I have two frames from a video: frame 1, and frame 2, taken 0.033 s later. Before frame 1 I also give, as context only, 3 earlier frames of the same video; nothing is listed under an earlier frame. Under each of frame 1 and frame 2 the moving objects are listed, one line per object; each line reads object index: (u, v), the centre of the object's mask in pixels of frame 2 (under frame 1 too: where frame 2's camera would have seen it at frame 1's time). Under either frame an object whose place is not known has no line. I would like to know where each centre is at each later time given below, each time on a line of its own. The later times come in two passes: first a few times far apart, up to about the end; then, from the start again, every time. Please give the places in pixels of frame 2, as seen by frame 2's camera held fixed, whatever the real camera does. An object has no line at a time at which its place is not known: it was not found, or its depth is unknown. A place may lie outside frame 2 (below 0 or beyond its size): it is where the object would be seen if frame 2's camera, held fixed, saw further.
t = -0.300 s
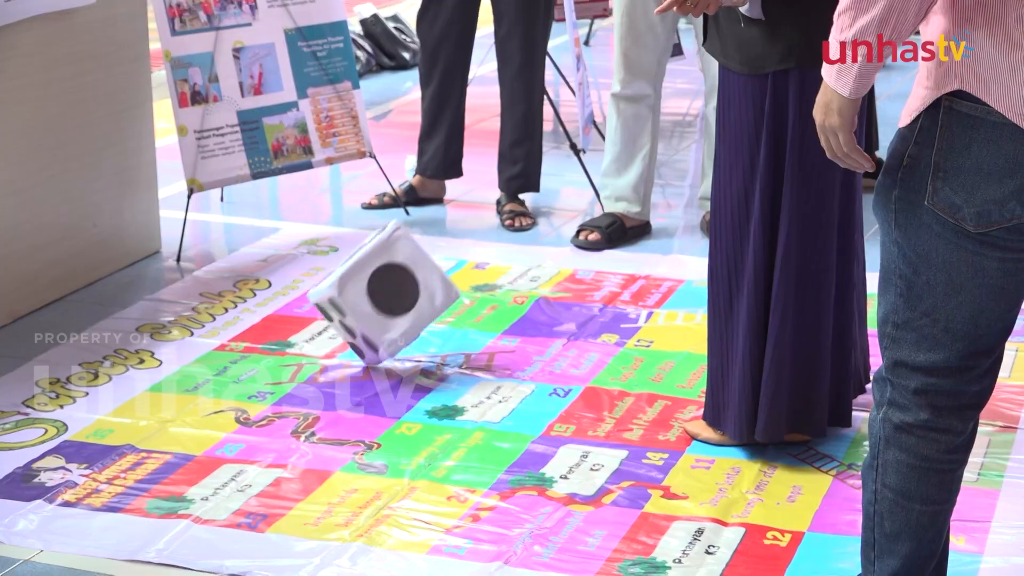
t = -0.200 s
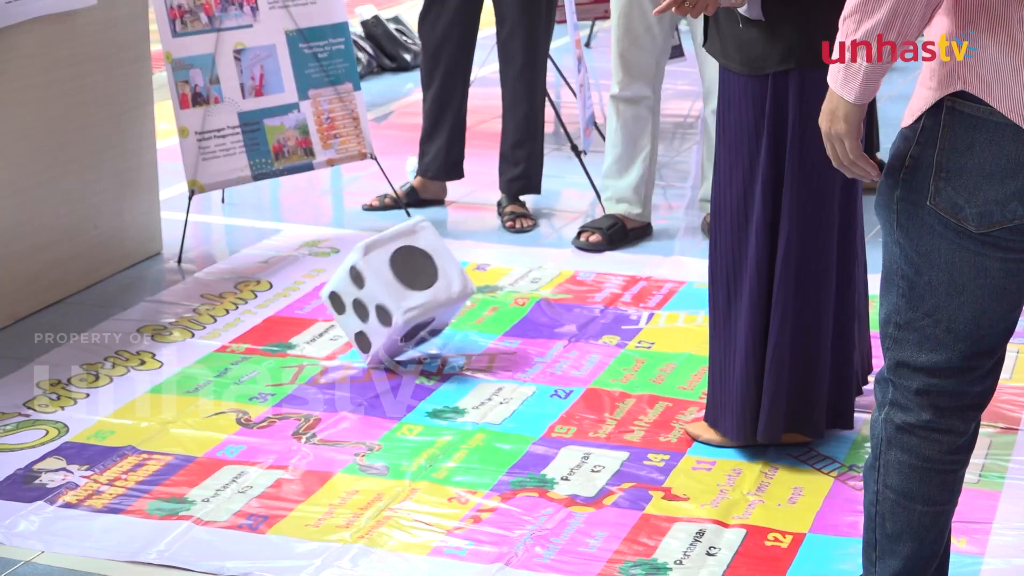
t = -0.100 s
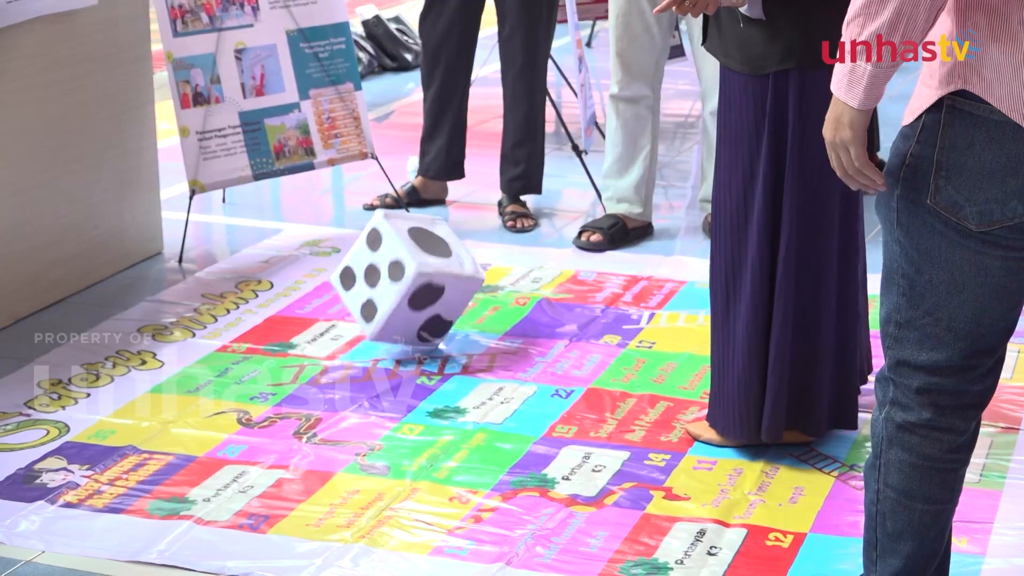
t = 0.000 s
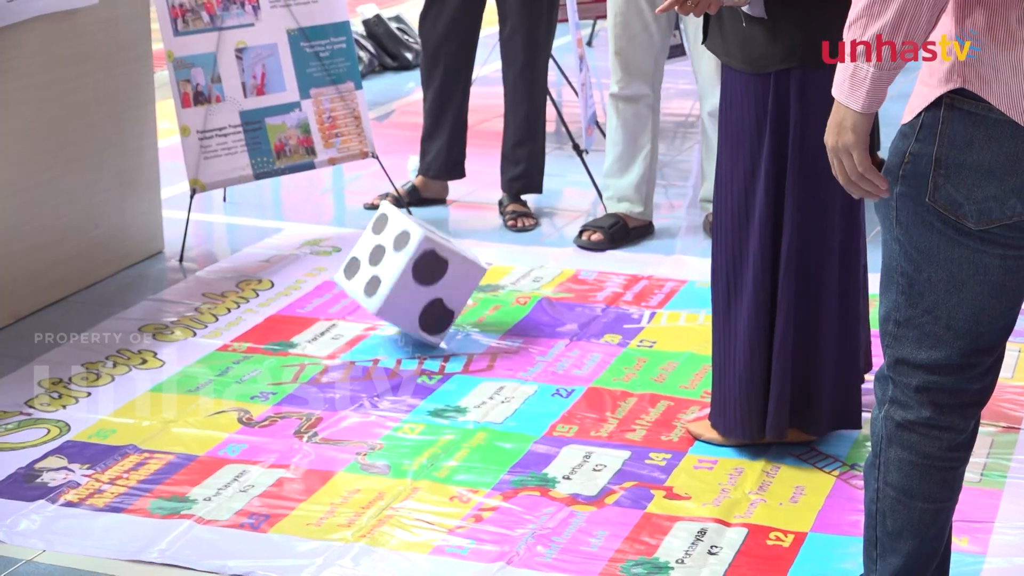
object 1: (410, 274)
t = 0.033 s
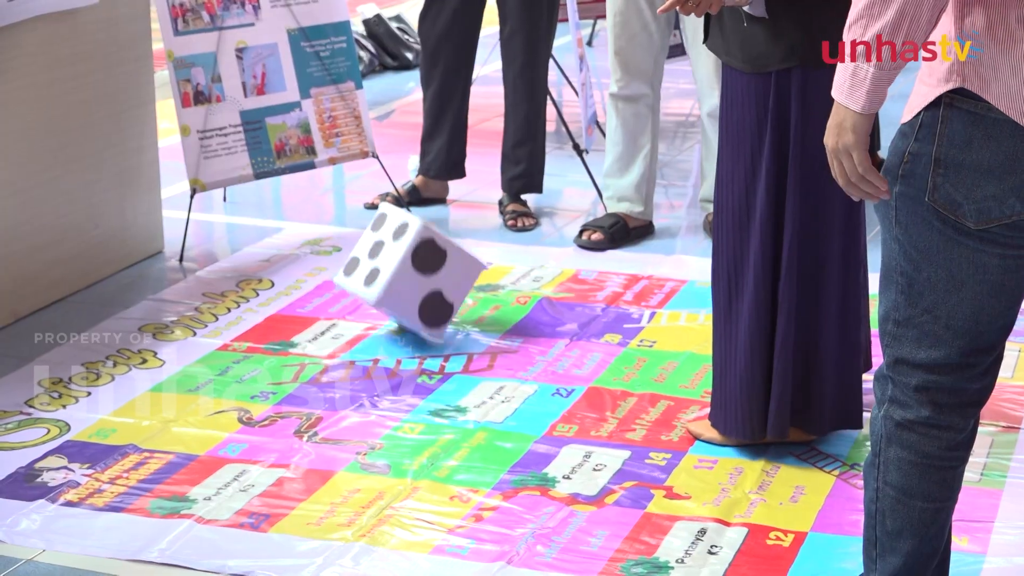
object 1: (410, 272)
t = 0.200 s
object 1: (410, 253)
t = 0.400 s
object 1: (425, 251)
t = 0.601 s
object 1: (461, 247)
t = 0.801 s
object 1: (490, 253)
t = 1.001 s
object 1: (478, 269)
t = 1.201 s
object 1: (464, 267)
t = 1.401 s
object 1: (476, 275)
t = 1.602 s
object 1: (473, 277)
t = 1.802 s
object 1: (473, 277)
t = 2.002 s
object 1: (473, 277)
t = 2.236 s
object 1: (473, 277)
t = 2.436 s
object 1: (473, 277)
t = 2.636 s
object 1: (473, 277)
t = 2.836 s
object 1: (473, 277)
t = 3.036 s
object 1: (473, 277)
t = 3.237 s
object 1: (473, 277)
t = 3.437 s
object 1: (473, 277)
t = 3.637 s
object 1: (473, 277)
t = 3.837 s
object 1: (473, 277)
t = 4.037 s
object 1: (473, 277)
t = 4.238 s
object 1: (473, 277)
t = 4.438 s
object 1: (473, 277)
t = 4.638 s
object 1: (473, 277)
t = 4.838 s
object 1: (473, 277)
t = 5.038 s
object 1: (473, 277)
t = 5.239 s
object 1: (473, 277)
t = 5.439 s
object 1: (473, 277)
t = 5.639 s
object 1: (473, 277)
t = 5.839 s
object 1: (473, 277)
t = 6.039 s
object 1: (473, 277)
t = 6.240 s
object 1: (473, 277)
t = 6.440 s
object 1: (473, 277)
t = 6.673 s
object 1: (473, 277)
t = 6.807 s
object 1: (473, 277)
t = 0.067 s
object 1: (409, 265)
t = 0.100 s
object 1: (409, 262)
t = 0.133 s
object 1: (409, 257)
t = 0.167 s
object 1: (409, 254)
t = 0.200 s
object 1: (410, 253)
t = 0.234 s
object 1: (411, 251)
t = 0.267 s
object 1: (413, 250)
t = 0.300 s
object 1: (415, 250)
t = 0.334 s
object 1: (418, 250)
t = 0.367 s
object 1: (422, 251)
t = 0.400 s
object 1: (425, 251)
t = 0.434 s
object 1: (430, 254)
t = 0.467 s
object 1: (438, 250)
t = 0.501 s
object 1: (441, 249)
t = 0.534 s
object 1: (449, 247)
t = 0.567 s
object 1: (457, 247)
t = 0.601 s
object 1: (461, 247)
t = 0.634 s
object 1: (470, 251)
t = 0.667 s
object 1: (479, 252)
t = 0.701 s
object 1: (482, 248)
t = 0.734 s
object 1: (487, 249)
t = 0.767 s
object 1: (489, 251)
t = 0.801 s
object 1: (490, 253)
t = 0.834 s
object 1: (491, 255)
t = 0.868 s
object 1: (490, 260)
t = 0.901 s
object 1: (489, 263)
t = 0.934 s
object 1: (486, 267)
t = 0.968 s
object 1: (480, 267)
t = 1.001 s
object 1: (478, 269)
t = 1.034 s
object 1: (471, 272)
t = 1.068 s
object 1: (466, 270)
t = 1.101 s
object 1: (464, 270)
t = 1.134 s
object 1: (462, 270)
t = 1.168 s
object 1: (463, 269)
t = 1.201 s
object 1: (464, 267)
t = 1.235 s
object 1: (468, 267)
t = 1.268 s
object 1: (473, 269)
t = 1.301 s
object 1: (475, 269)
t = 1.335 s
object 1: (477, 271)
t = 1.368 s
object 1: (477, 274)
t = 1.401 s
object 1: (476, 275)
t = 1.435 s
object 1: (473, 275)
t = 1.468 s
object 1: (471, 275)
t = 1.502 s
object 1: (471, 276)
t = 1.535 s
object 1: (473, 276)
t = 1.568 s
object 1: (473, 277)
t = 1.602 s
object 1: (473, 277)
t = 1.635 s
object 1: (473, 277)
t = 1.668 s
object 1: (473, 277)
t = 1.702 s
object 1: (473, 277)
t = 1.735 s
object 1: (473, 277)
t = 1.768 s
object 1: (473, 277)
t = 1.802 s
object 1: (473, 277)
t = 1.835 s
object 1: (473, 277)
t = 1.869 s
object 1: (473, 277)
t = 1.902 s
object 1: (473, 277)
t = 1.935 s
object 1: (473, 277)
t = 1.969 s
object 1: (473, 277)
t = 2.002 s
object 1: (473, 277)
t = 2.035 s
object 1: (473, 277)
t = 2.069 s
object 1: (473, 277)
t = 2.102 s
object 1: (473, 277)
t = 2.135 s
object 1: (473, 277)
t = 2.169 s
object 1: (473, 277)
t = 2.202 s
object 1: (473, 277)
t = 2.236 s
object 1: (473, 277)
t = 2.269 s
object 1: (473, 277)
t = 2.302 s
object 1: (473, 277)
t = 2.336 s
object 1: (473, 277)
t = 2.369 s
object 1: (473, 277)
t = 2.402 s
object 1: (473, 277)
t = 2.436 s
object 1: (473, 277)
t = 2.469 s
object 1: (473, 277)
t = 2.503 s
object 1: (473, 277)
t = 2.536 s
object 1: (473, 277)
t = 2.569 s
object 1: (473, 277)
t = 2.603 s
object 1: (473, 277)
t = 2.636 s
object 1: (473, 277)
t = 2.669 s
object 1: (473, 277)
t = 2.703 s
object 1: (473, 277)
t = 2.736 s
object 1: (473, 277)
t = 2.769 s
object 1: (473, 277)
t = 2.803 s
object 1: (473, 277)
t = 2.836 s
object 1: (473, 277)
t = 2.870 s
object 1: (473, 277)
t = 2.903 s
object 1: (473, 277)
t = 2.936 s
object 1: (473, 277)
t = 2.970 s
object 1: (473, 277)
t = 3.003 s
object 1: (473, 277)
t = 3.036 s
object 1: (473, 277)
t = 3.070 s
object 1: (473, 277)
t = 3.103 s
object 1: (473, 277)
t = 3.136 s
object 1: (473, 277)
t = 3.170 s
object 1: (473, 277)
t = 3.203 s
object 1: (473, 277)
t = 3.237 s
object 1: (473, 277)
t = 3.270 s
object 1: (473, 277)
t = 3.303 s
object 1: (473, 277)
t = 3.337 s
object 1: (473, 277)
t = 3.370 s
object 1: (473, 277)
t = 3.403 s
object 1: (473, 277)
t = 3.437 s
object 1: (473, 277)
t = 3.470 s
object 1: (473, 277)
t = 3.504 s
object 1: (473, 277)
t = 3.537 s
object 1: (473, 277)
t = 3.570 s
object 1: (473, 277)
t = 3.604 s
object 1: (473, 277)
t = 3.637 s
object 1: (473, 277)
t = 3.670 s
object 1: (473, 277)
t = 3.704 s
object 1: (473, 277)
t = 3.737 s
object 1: (473, 277)
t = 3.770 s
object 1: (473, 277)
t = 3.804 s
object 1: (473, 277)
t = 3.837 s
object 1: (473, 277)
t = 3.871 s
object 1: (473, 277)
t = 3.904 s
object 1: (473, 277)
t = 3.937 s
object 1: (473, 277)
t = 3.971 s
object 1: (473, 277)
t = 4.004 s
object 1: (473, 277)
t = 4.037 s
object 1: (473, 277)
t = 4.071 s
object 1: (473, 277)
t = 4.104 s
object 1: (473, 277)
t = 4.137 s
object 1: (473, 277)
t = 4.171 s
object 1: (473, 277)
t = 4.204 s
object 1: (473, 277)
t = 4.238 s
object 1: (473, 277)
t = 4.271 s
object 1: (473, 277)
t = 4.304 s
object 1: (473, 277)
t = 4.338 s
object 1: (473, 277)
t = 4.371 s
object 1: (473, 277)
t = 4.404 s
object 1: (473, 277)
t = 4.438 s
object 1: (473, 277)
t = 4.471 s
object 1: (473, 277)
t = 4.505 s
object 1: (473, 277)
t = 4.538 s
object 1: (473, 277)
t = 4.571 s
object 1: (473, 277)
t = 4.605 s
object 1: (473, 277)
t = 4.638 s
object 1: (473, 277)
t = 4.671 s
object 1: (473, 277)
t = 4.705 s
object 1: (473, 277)
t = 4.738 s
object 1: (473, 277)
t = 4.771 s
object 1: (473, 277)
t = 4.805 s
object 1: (473, 277)
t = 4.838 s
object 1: (473, 277)
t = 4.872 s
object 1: (473, 277)
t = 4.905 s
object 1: (473, 277)
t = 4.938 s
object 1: (473, 277)
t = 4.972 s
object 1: (473, 277)
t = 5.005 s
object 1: (473, 277)
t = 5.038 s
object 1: (473, 277)
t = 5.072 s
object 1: (473, 277)
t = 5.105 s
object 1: (473, 277)
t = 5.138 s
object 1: (473, 277)
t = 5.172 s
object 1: (473, 277)
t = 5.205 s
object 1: (473, 277)
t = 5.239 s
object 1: (473, 277)
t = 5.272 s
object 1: (473, 277)
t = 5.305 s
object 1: (473, 277)
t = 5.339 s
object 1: (473, 277)
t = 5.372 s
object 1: (473, 277)
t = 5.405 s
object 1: (473, 277)
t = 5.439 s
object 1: (473, 277)
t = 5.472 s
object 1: (473, 277)
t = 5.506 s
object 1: (473, 277)
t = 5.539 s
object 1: (473, 277)
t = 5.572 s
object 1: (473, 277)
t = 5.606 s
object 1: (473, 277)
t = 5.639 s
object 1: (473, 277)
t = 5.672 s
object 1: (473, 277)
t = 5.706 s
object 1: (473, 277)
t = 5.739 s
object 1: (473, 277)
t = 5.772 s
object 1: (473, 277)
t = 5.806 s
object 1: (473, 277)
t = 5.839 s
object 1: (473, 277)
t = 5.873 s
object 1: (473, 277)
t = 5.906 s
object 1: (473, 277)
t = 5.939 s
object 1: (473, 277)
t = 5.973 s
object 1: (473, 277)
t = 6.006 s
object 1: (473, 277)
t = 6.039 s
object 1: (473, 277)
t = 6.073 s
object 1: (473, 277)
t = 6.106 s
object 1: (473, 277)
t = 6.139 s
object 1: (473, 277)
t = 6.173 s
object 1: (473, 277)
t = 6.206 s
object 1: (473, 277)
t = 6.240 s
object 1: (473, 277)
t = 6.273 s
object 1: (473, 277)
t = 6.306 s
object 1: (473, 277)
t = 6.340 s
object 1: (473, 277)
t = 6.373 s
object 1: (473, 277)
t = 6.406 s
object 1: (473, 277)
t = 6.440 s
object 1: (473, 277)
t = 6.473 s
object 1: (473, 277)
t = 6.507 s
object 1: (473, 277)
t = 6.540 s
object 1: (473, 277)
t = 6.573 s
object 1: (473, 277)
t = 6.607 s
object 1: (473, 277)
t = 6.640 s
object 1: (473, 277)
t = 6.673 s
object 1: (473, 277)
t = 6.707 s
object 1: (473, 277)
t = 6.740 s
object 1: (473, 277)
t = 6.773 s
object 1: (473, 277)
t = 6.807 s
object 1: (473, 277)
